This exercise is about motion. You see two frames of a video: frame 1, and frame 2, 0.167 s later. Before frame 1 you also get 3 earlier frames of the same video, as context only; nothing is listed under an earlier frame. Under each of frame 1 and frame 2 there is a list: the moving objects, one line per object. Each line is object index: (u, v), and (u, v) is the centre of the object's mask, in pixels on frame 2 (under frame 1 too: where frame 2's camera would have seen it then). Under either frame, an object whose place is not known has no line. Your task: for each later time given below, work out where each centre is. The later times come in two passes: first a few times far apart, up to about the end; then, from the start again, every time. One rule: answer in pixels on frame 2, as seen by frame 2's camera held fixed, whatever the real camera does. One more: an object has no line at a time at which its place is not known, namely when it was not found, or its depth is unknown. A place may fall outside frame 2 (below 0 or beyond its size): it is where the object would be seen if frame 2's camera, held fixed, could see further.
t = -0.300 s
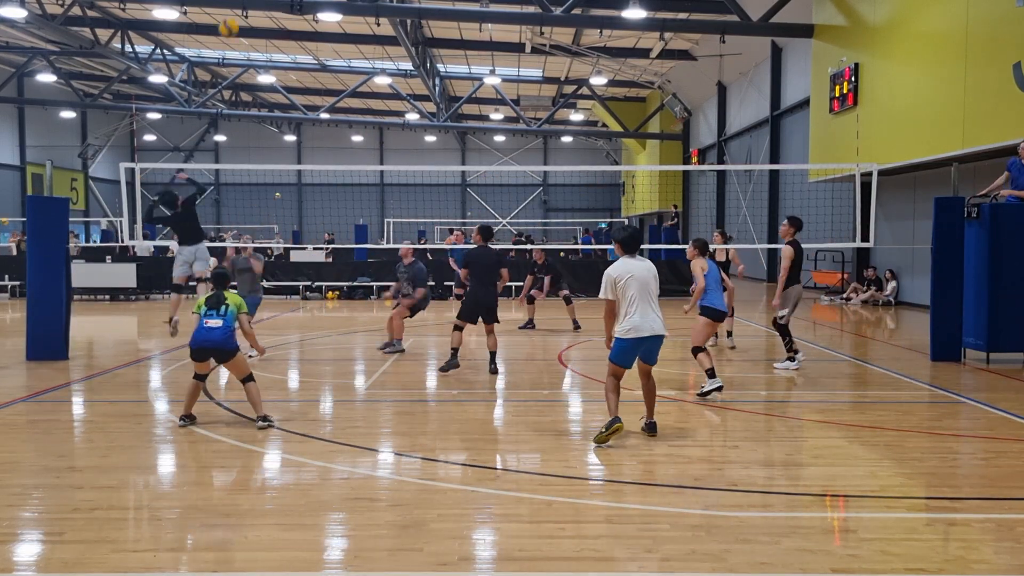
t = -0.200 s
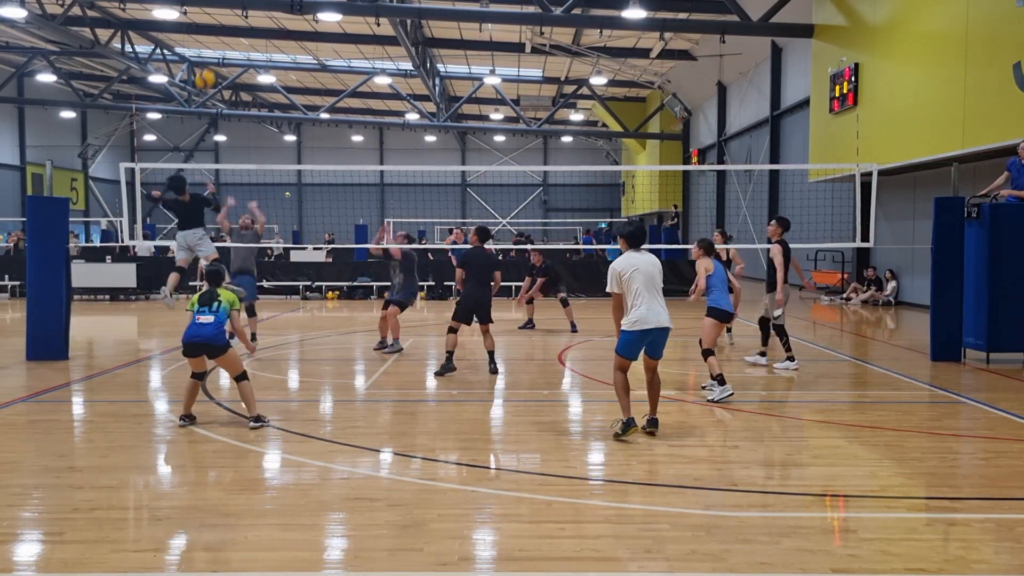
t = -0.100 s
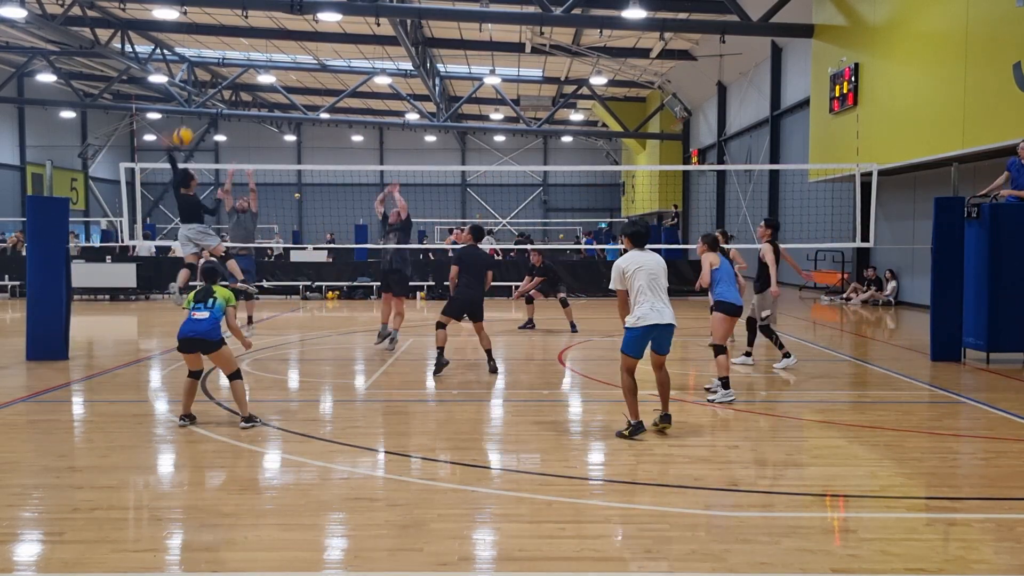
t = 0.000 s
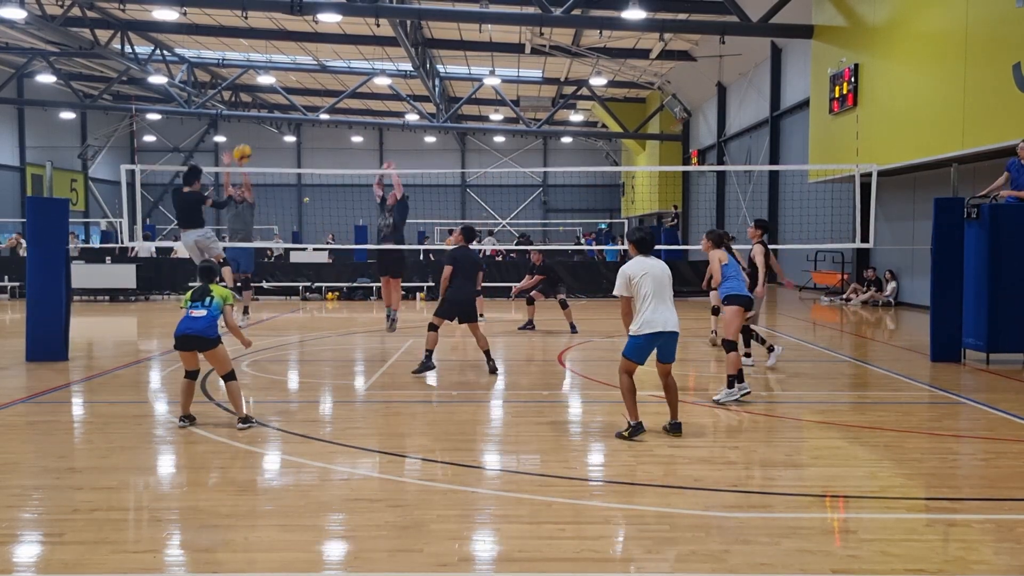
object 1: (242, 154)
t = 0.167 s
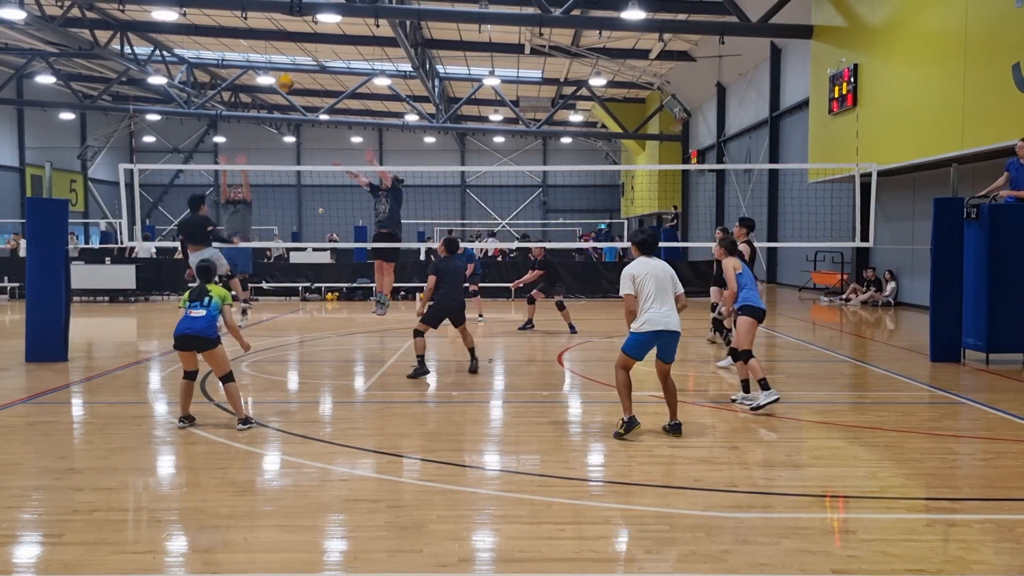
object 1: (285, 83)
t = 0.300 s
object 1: (324, 38)
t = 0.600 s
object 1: (421, -5)
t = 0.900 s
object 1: (535, 30)
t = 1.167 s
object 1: (644, 148)
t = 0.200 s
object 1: (294, 70)
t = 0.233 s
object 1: (305, 58)
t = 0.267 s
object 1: (314, 48)
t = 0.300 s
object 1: (324, 38)
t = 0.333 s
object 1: (334, 31)
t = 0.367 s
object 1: (345, 21)
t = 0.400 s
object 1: (355, 14)
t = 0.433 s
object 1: (365, 8)
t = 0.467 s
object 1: (376, 3)
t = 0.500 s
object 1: (387, -1)
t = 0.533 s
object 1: (398, -3)
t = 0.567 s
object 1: (410, -4)
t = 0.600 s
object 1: (421, -5)
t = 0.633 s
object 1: (434, -5)
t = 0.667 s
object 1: (446, -5)
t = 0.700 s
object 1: (458, -5)
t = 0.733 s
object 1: (471, -3)
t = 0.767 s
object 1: (483, 0)
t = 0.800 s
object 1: (496, 6)
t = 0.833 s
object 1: (509, 13)
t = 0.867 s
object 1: (522, 21)
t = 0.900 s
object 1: (535, 30)
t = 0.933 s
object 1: (548, 39)
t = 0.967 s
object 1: (561, 51)
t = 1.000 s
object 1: (575, 64)
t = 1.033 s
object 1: (588, 79)
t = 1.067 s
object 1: (603, 94)
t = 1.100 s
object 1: (616, 110)
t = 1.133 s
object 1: (630, 127)
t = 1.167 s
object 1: (644, 148)
